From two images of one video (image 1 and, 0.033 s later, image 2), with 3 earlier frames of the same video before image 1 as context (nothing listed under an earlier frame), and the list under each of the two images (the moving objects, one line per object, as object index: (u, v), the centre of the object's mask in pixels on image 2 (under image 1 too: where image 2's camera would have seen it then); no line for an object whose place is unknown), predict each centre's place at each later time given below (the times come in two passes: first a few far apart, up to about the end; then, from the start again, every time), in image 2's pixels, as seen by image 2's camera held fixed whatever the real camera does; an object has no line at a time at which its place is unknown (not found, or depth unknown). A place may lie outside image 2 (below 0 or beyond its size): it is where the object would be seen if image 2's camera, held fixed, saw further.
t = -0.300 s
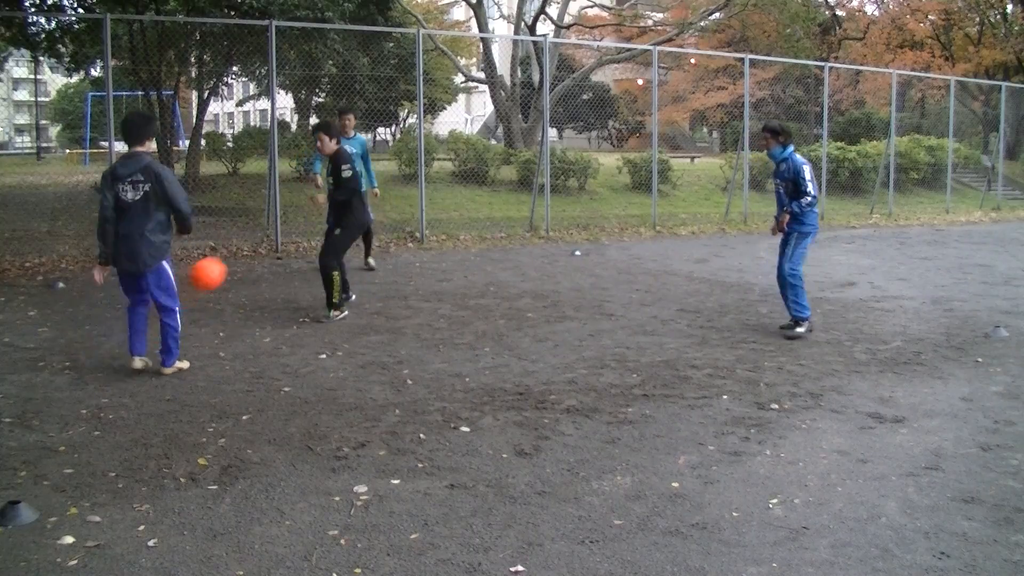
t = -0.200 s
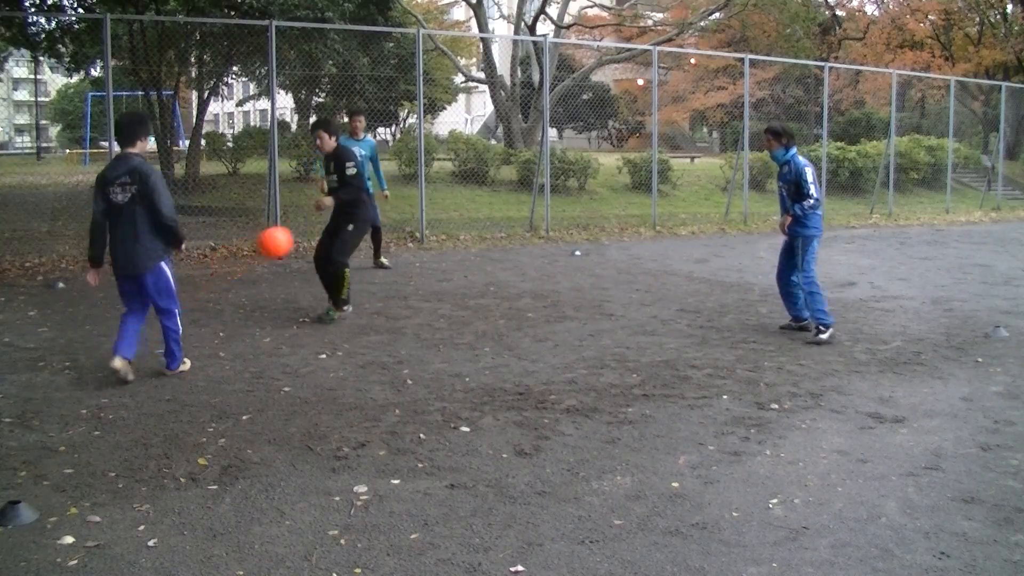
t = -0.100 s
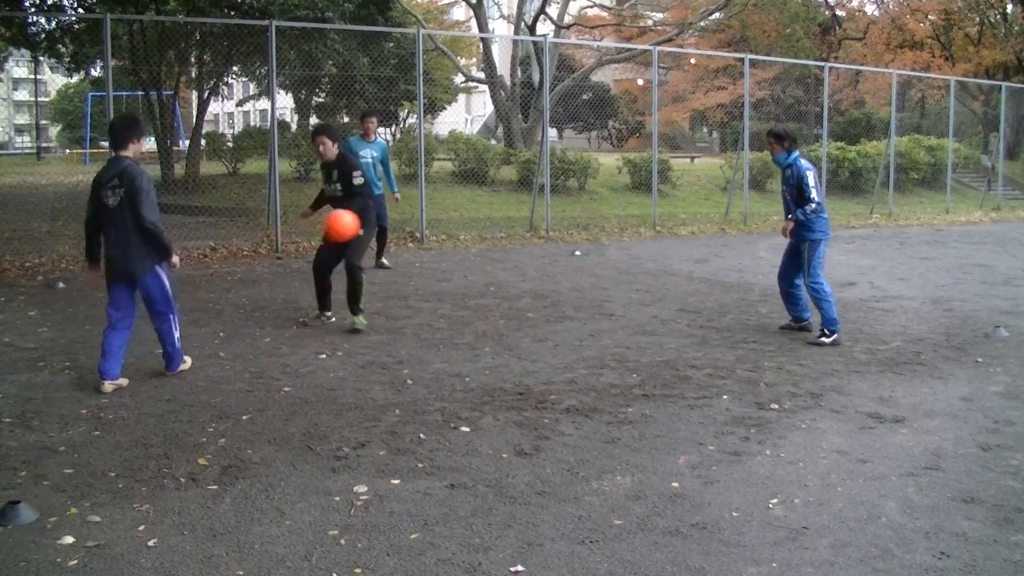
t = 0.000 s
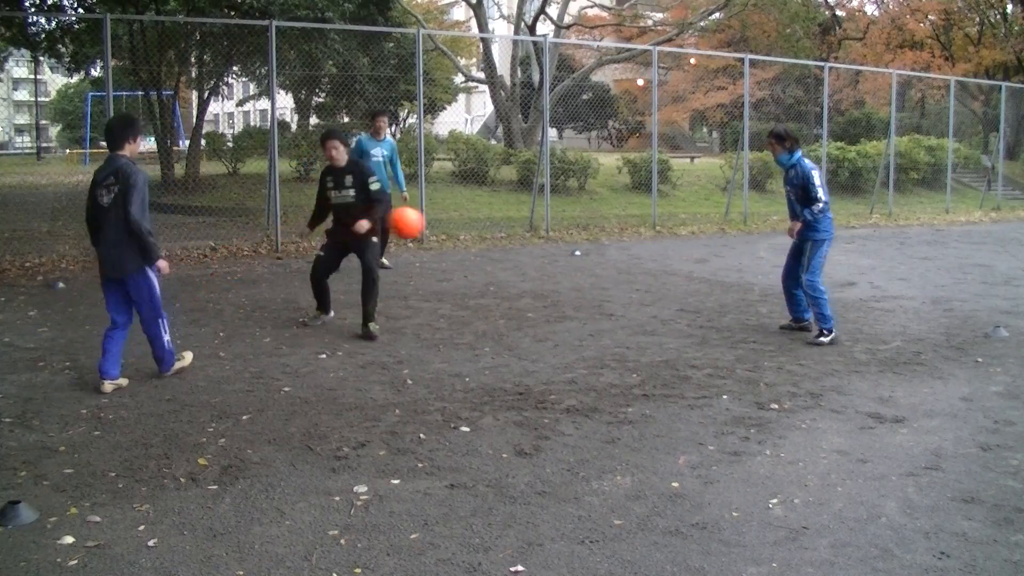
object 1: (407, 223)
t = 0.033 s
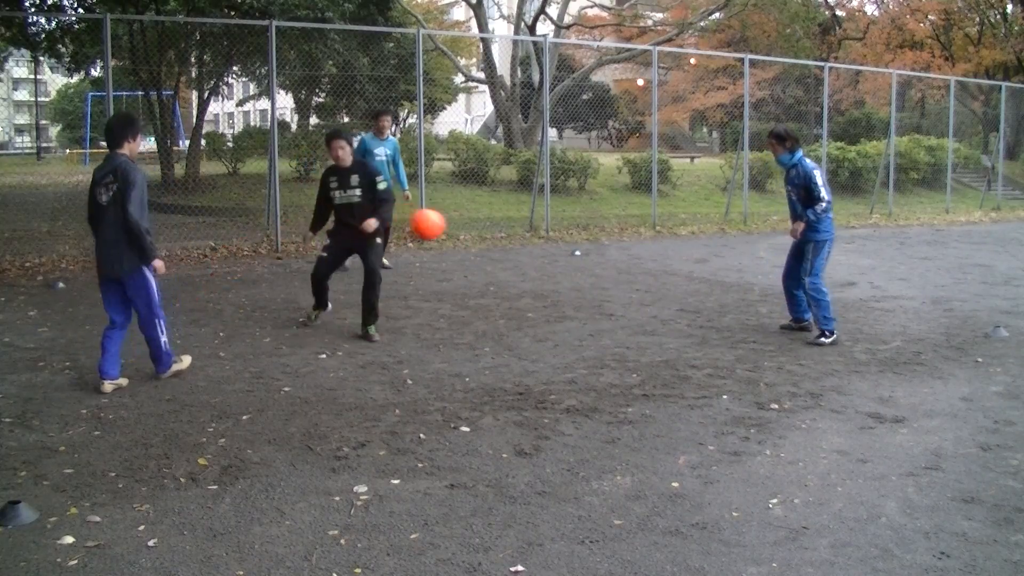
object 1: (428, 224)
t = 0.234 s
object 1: (550, 268)
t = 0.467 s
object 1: (658, 297)
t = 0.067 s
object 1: (449, 228)
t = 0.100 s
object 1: (469, 234)
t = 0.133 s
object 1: (490, 240)
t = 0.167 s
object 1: (510, 248)
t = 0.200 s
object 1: (530, 256)
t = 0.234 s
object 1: (550, 268)
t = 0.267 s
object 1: (569, 280)
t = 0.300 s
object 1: (588, 293)
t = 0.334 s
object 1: (605, 307)
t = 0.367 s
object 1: (623, 322)
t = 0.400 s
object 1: (636, 315)
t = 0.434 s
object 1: (647, 306)
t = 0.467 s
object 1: (658, 297)
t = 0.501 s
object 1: (670, 290)
